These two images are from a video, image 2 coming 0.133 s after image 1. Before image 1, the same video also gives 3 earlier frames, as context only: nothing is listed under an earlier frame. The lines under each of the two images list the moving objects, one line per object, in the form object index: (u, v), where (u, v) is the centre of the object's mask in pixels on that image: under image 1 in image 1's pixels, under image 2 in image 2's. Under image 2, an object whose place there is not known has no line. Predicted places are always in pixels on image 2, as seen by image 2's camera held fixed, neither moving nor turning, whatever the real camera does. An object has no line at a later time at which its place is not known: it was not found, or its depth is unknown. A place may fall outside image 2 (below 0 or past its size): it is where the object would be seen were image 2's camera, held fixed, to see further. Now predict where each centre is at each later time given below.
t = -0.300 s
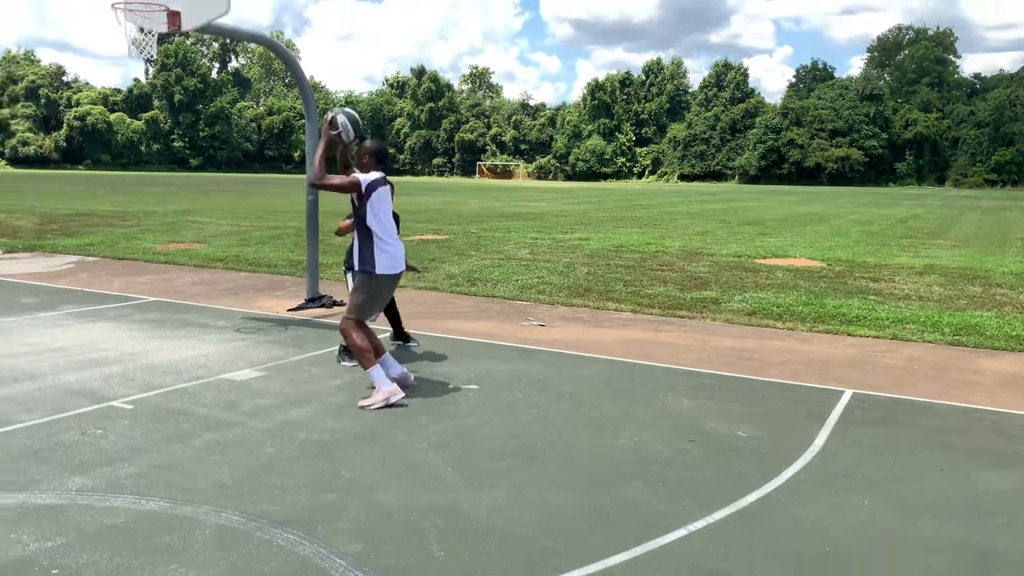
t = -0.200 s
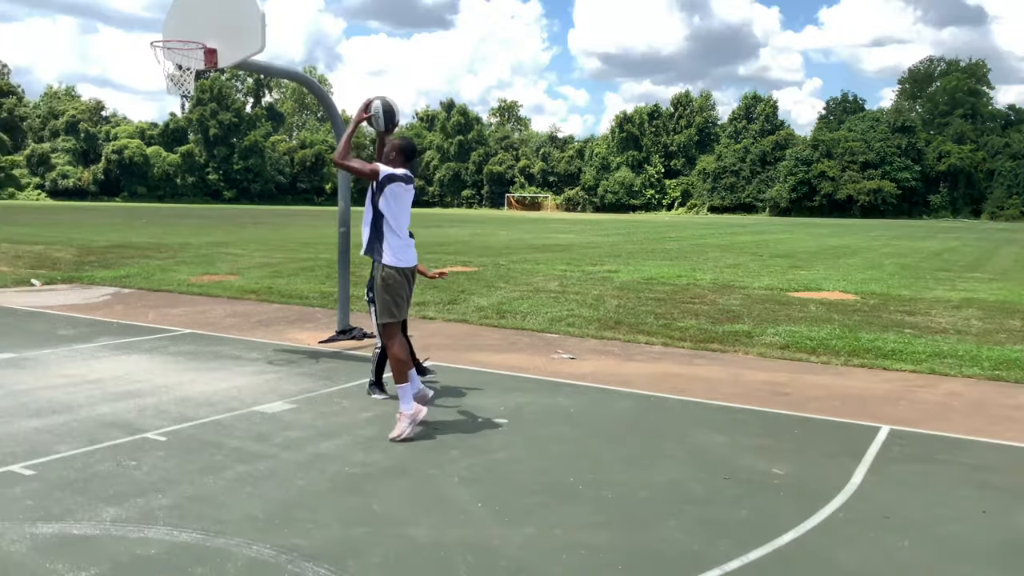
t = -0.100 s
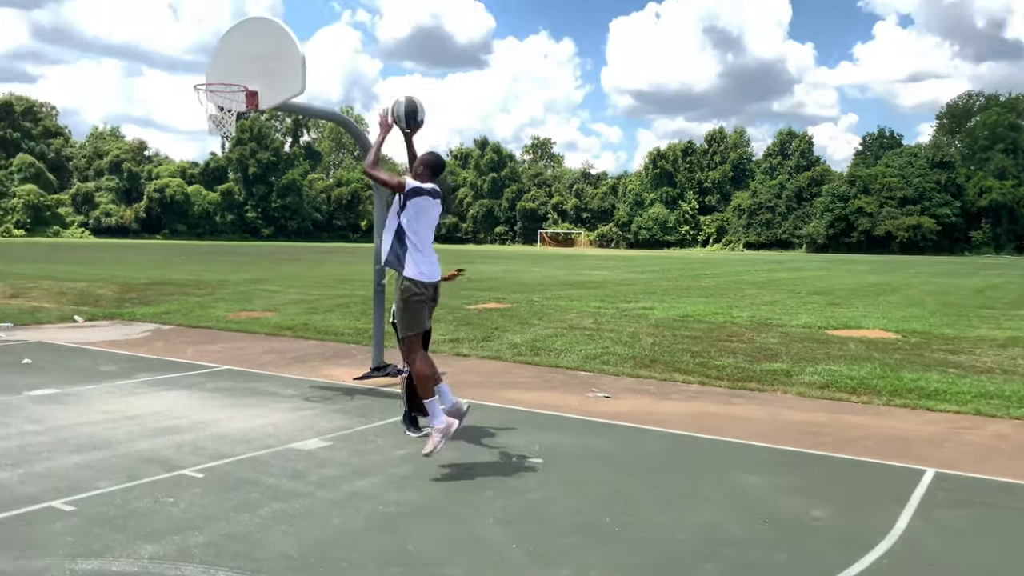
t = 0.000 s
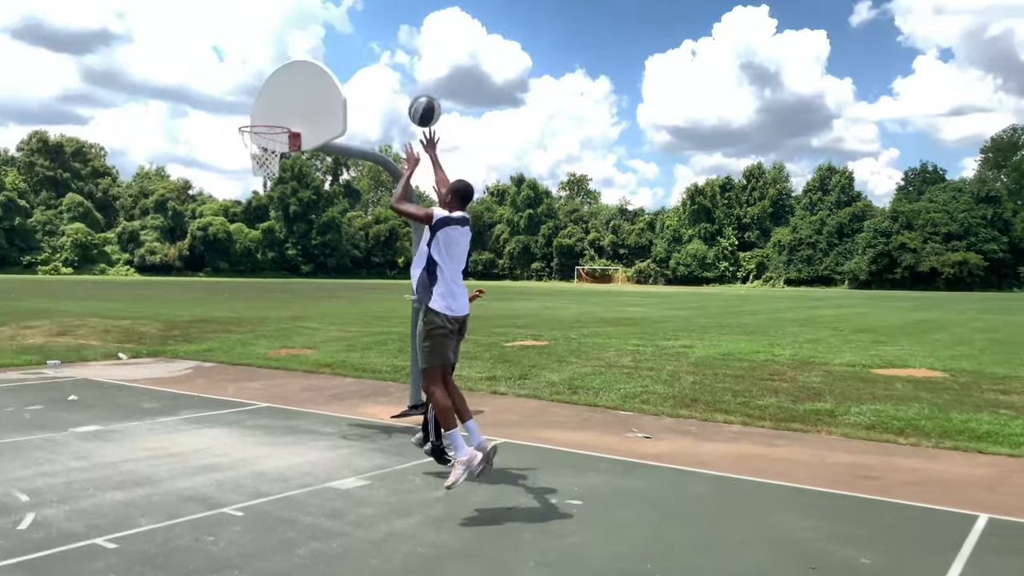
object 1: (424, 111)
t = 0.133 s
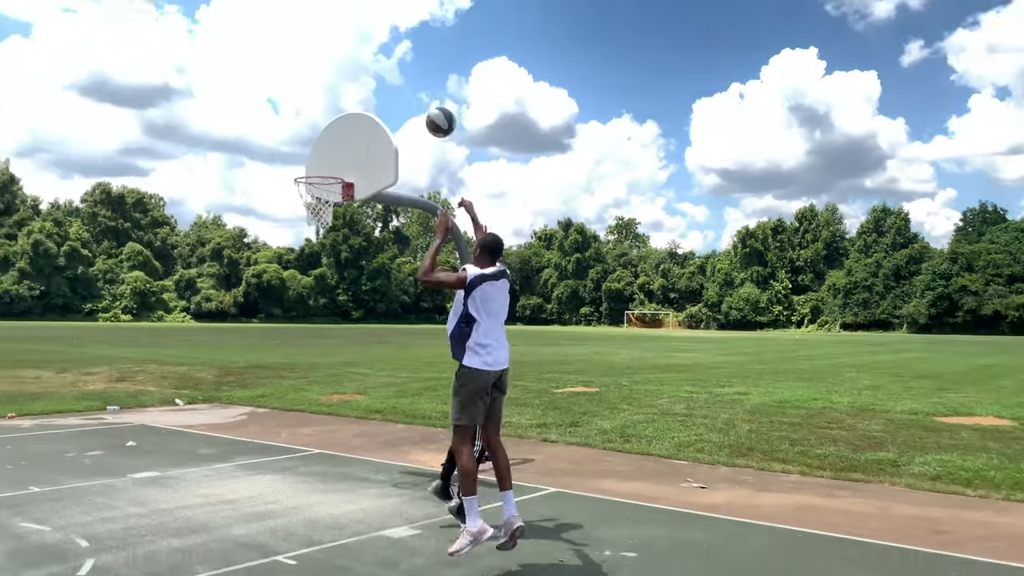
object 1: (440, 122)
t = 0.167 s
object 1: (433, 117)
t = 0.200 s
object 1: (425, 113)
